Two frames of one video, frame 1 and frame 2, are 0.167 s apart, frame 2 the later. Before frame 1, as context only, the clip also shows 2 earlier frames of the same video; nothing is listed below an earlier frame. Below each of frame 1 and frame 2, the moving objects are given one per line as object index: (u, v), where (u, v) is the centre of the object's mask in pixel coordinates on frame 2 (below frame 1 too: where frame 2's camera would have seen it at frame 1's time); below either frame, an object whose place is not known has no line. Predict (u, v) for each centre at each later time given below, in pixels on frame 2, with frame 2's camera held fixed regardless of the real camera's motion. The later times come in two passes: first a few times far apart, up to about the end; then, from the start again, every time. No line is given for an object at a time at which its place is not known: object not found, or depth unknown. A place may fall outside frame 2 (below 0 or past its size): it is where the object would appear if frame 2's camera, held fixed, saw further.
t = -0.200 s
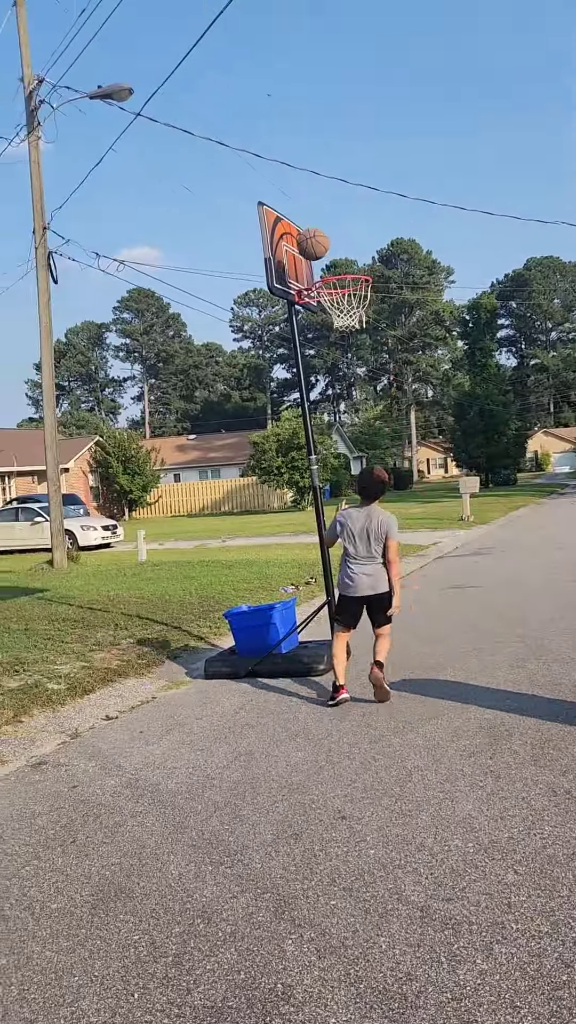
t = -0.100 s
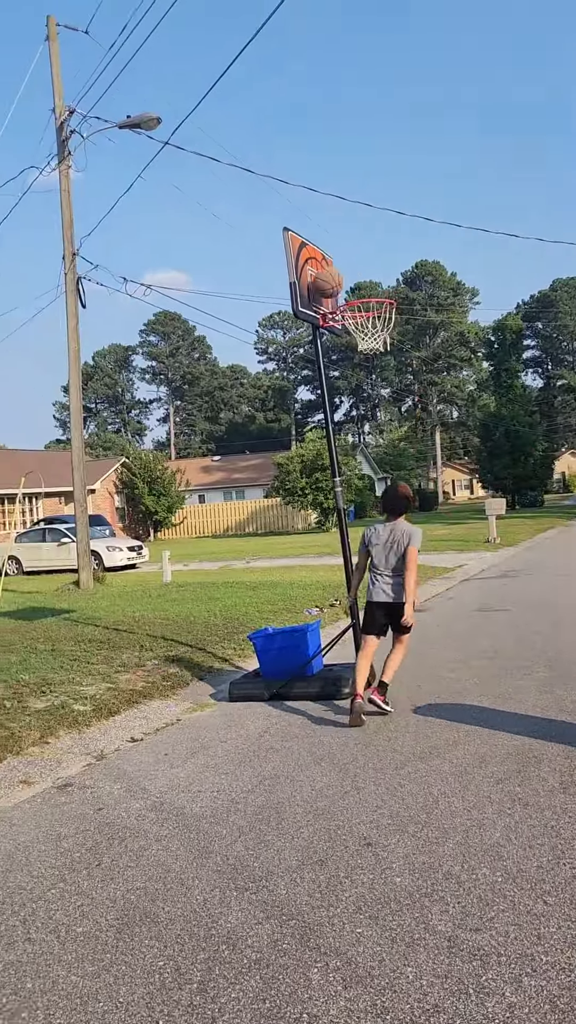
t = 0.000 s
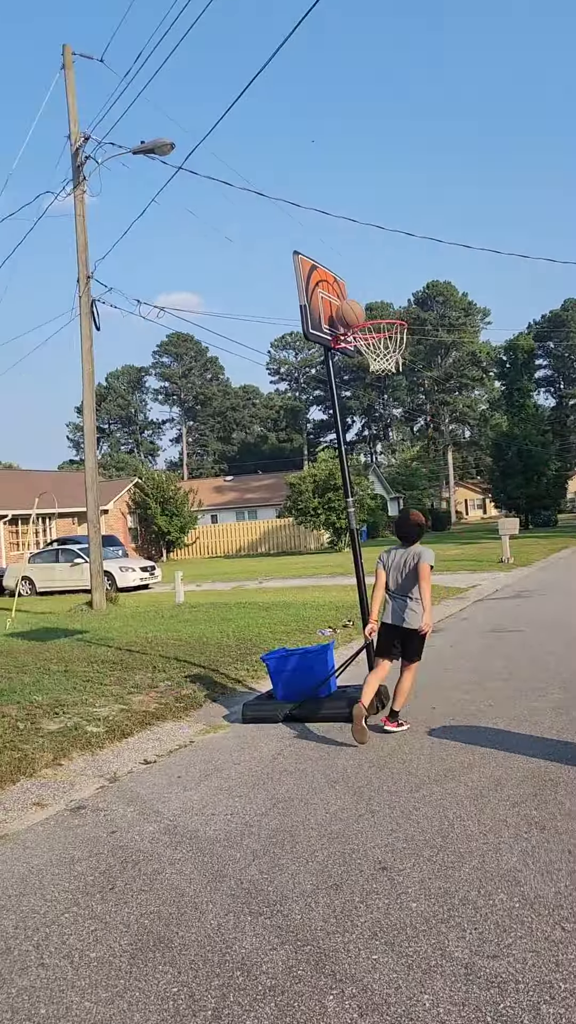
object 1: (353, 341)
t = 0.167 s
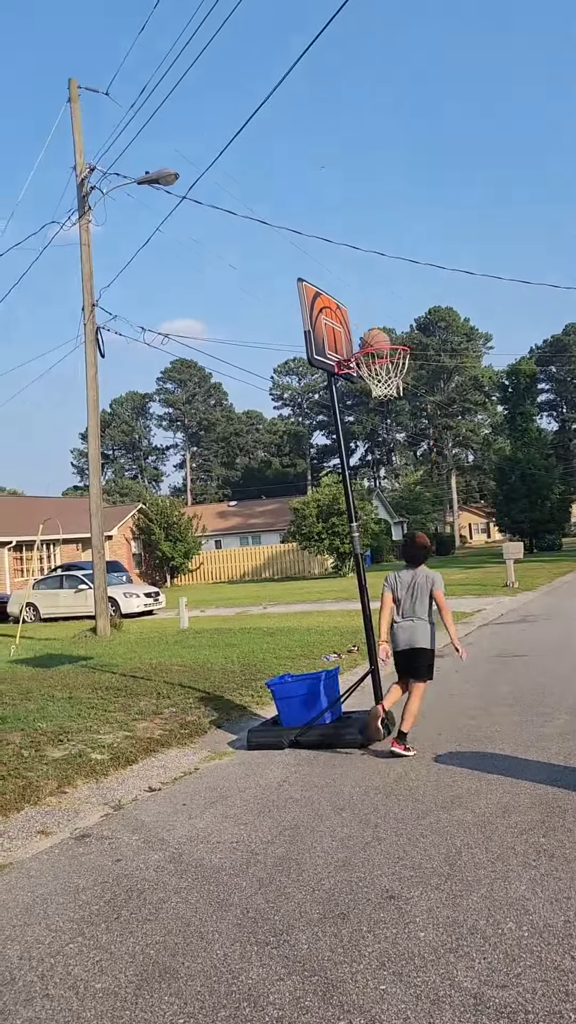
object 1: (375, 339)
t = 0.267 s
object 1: (389, 353)
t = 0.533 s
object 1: (398, 387)
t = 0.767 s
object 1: (375, 428)
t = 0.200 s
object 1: (383, 347)
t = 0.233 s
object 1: (387, 353)
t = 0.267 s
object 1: (389, 353)
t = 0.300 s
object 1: (392, 354)
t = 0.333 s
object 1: (399, 356)
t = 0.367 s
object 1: (401, 362)
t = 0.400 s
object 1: (402, 368)
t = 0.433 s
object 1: (405, 370)
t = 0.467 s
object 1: (405, 369)
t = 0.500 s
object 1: (396, 387)
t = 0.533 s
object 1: (398, 387)
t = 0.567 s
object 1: (395, 387)
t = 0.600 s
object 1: (388, 391)
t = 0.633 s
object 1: (388, 394)
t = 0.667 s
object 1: (383, 399)
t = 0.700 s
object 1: (379, 407)
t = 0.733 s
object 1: (377, 416)
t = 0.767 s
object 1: (375, 428)
